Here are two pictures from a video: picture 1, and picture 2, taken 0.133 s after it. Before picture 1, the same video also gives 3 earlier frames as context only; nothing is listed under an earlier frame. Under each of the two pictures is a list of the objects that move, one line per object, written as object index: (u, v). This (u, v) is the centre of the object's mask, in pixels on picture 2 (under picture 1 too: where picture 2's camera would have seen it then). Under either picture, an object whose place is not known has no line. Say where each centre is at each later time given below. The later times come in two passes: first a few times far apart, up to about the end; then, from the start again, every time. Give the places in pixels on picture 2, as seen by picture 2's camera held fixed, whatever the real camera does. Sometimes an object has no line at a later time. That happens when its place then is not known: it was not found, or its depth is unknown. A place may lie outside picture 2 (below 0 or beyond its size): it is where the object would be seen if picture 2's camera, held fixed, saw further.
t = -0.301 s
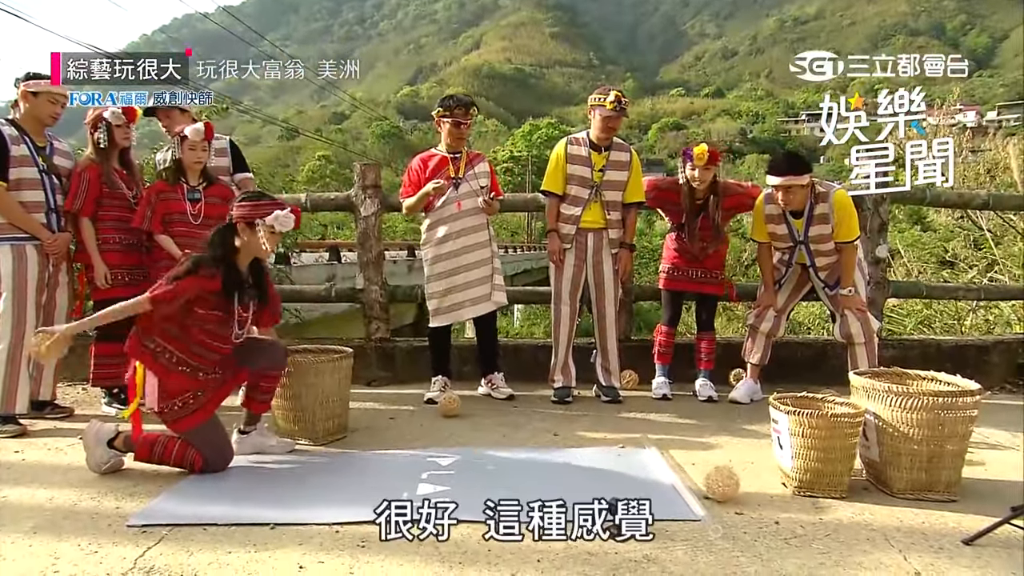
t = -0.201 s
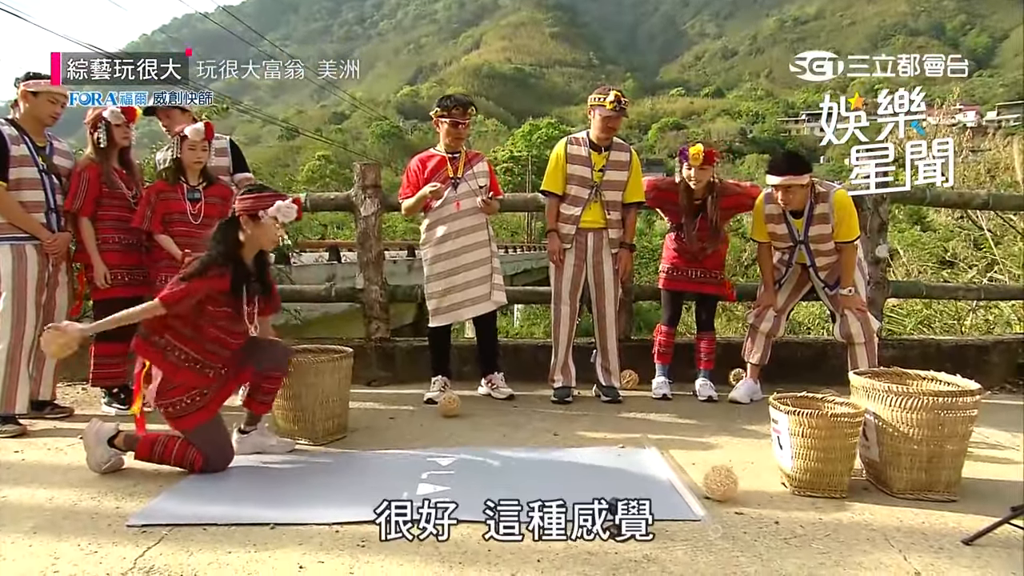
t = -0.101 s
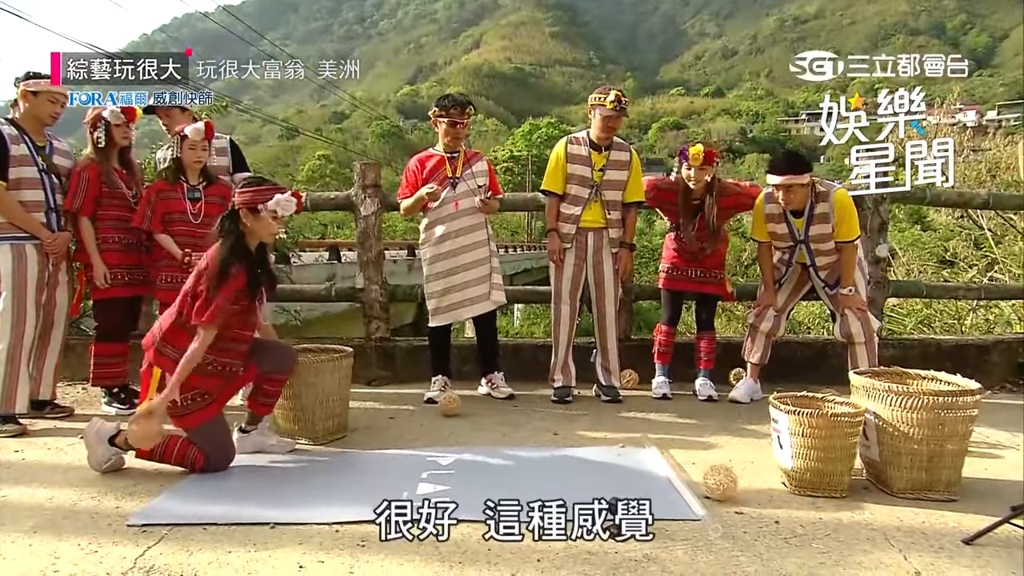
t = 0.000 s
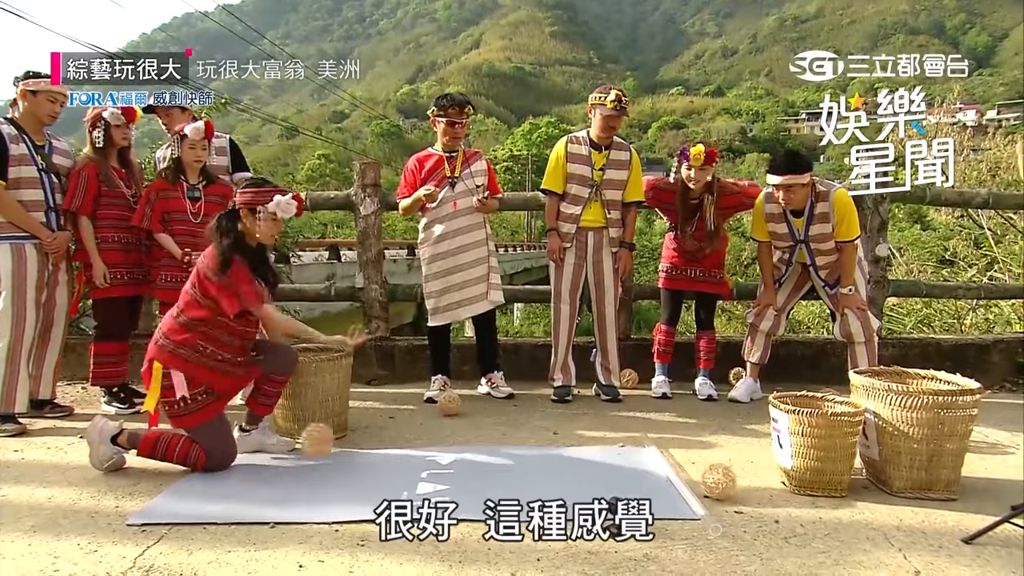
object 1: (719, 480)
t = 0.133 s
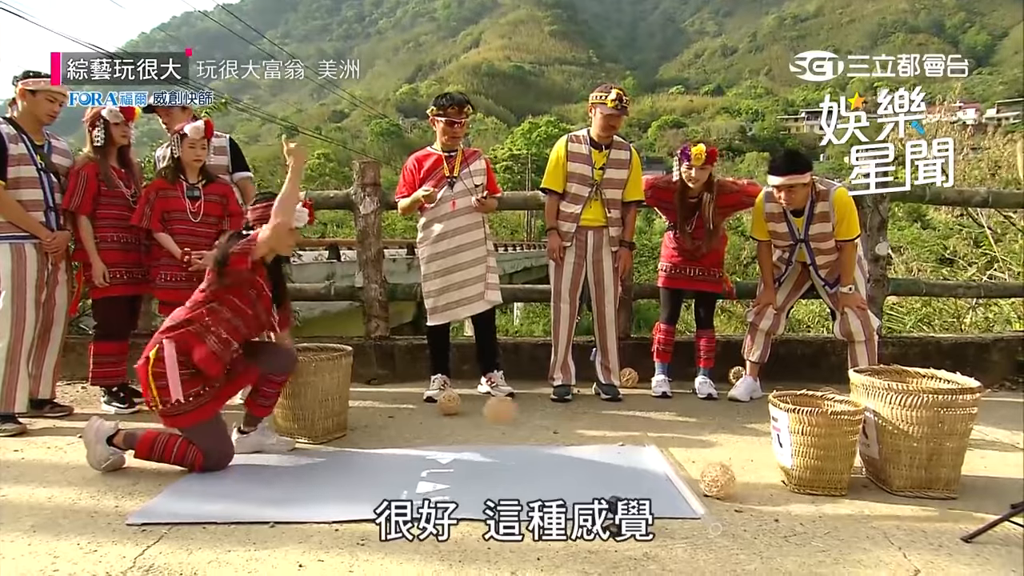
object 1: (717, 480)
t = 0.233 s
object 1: (718, 480)
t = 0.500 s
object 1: (778, 489)
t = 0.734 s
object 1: (851, 503)
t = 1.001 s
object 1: (921, 519)
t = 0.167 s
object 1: (718, 480)
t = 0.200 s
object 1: (718, 480)
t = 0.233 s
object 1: (718, 480)
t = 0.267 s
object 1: (718, 481)
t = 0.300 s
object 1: (718, 481)
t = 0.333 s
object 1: (730, 479)
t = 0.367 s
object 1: (741, 476)
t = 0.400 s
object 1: (749, 477)
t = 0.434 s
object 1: (759, 482)
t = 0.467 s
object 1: (770, 488)
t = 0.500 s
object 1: (778, 489)
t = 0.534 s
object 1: (788, 489)
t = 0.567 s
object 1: (800, 493)
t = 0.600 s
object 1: (810, 494)
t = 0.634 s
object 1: (820, 497)
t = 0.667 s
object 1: (830, 498)
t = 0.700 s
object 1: (840, 501)
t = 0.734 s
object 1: (851, 503)
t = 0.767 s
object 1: (860, 501)
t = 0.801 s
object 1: (869, 504)
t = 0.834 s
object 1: (877, 507)
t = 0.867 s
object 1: (886, 507)
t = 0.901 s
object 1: (896, 511)
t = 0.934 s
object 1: (903, 513)
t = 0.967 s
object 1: (910, 514)
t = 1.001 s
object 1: (921, 519)
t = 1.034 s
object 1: (929, 522)
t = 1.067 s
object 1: (938, 523)
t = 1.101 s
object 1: (946, 525)
